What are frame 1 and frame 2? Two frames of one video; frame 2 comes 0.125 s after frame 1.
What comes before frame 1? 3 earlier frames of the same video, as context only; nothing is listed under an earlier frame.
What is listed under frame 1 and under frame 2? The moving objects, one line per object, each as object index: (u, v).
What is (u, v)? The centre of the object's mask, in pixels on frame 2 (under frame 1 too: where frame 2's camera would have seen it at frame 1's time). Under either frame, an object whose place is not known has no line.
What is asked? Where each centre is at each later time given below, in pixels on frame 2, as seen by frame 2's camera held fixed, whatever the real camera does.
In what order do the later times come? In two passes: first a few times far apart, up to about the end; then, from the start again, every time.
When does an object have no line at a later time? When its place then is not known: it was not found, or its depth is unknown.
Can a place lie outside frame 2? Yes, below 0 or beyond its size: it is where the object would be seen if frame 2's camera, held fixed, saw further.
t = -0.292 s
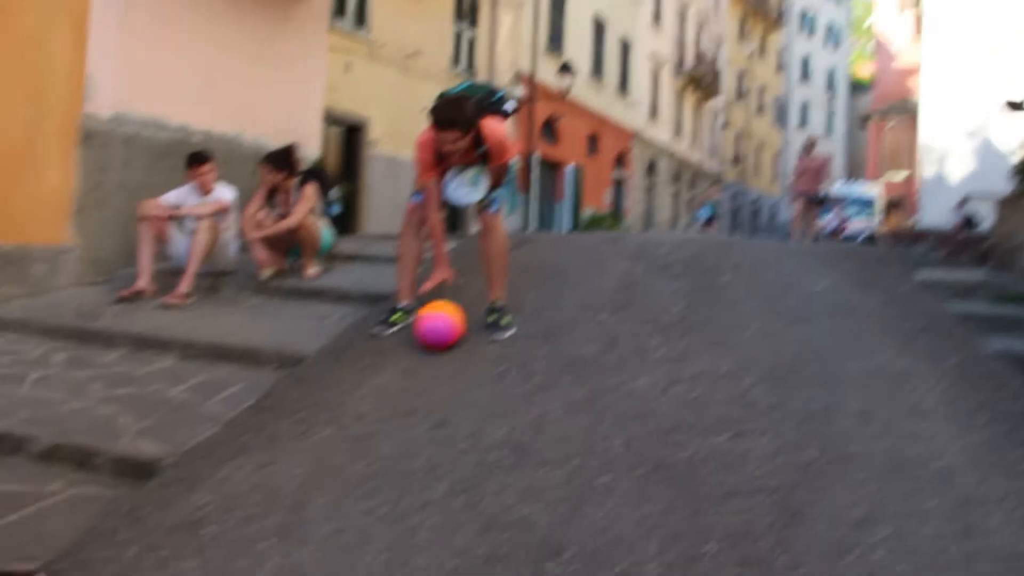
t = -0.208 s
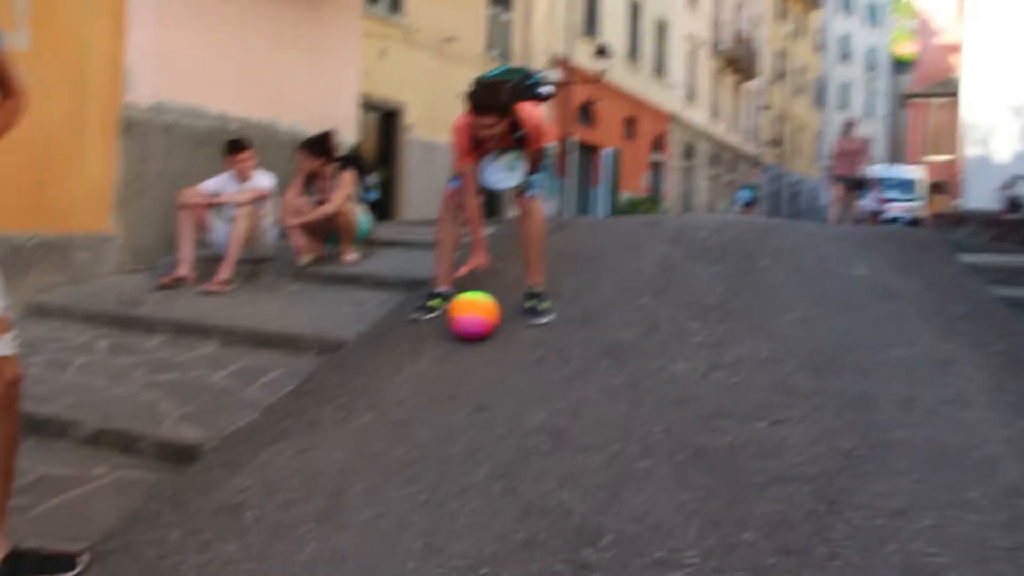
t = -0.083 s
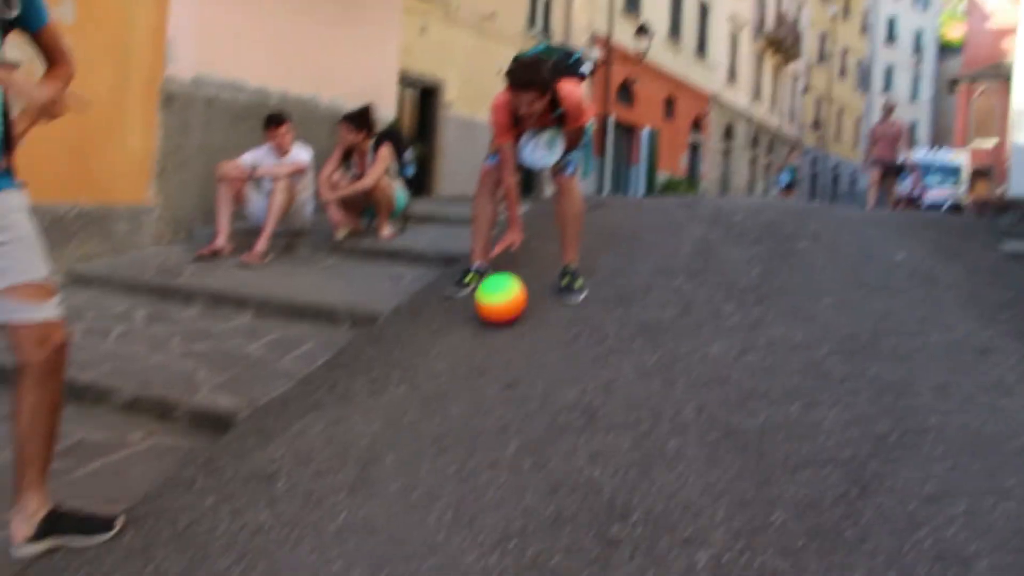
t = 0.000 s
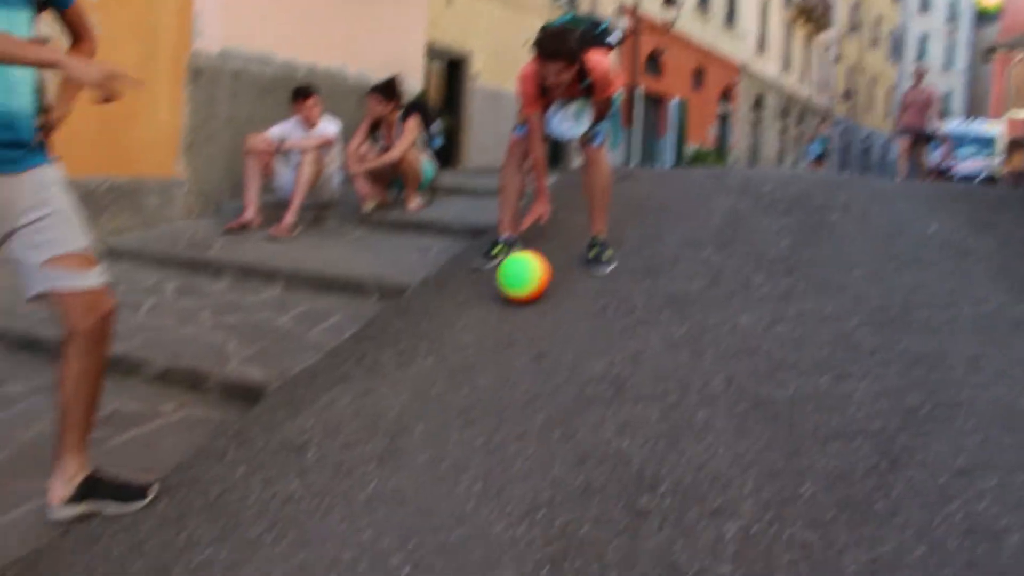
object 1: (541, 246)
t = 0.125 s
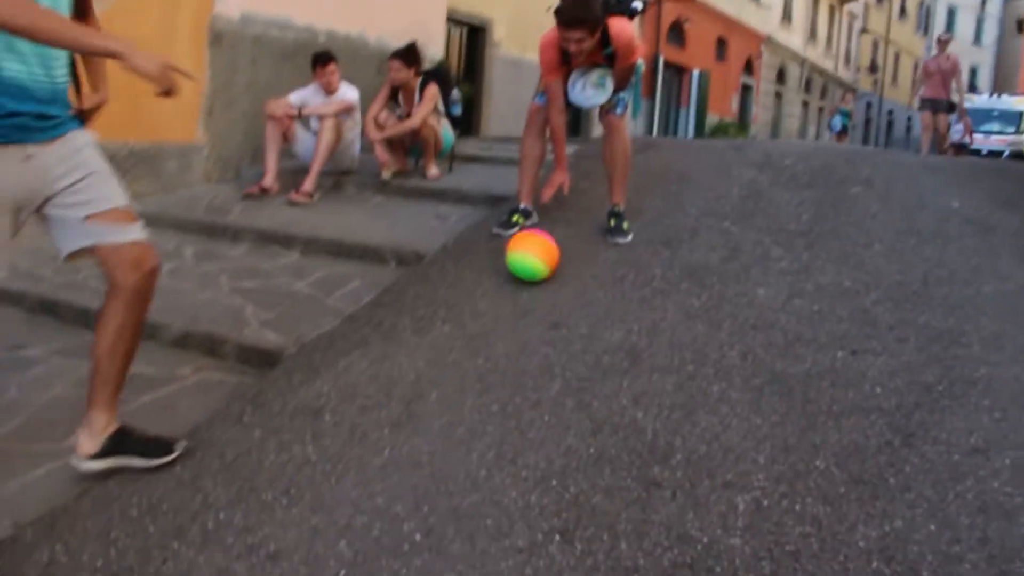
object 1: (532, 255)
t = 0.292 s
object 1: (517, 271)
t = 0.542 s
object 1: (485, 305)
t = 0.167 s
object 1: (529, 258)
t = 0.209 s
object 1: (525, 262)
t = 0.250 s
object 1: (522, 266)
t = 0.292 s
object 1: (517, 271)
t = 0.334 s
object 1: (513, 276)
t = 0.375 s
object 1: (508, 281)
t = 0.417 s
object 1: (503, 286)
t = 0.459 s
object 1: (497, 292)
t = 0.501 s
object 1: (491, 298)
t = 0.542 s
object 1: (485, 305)
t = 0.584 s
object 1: (479, 312)
